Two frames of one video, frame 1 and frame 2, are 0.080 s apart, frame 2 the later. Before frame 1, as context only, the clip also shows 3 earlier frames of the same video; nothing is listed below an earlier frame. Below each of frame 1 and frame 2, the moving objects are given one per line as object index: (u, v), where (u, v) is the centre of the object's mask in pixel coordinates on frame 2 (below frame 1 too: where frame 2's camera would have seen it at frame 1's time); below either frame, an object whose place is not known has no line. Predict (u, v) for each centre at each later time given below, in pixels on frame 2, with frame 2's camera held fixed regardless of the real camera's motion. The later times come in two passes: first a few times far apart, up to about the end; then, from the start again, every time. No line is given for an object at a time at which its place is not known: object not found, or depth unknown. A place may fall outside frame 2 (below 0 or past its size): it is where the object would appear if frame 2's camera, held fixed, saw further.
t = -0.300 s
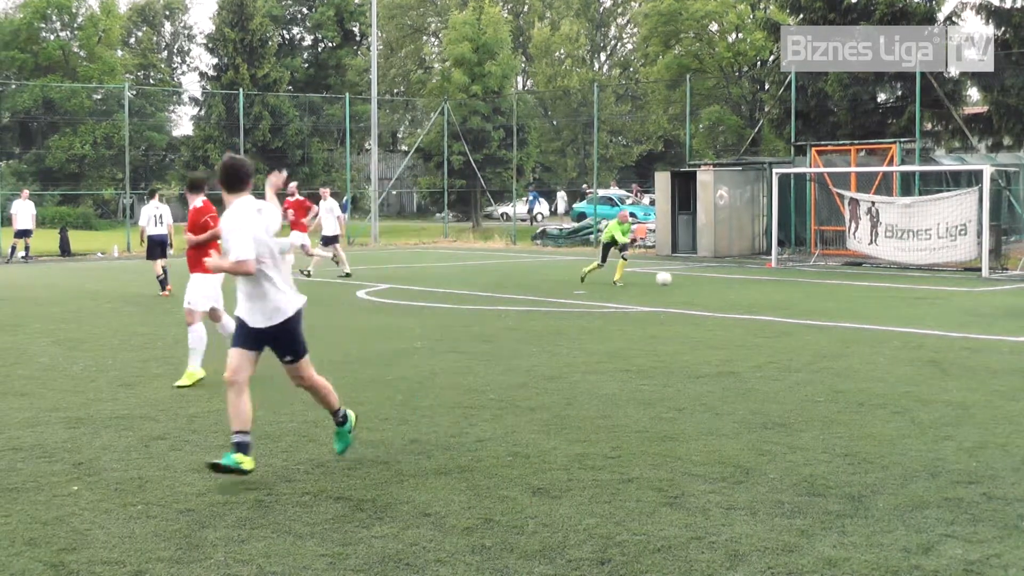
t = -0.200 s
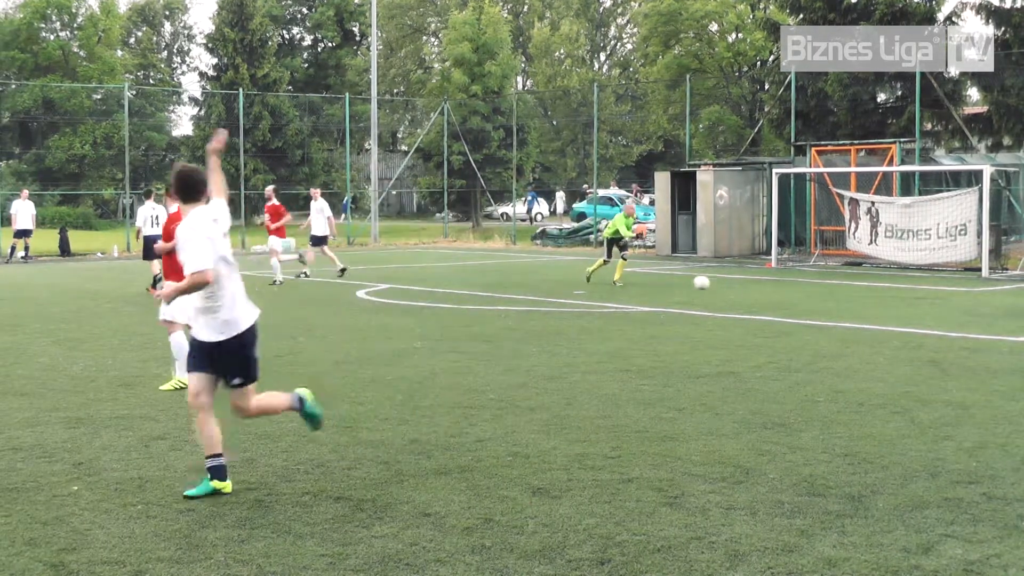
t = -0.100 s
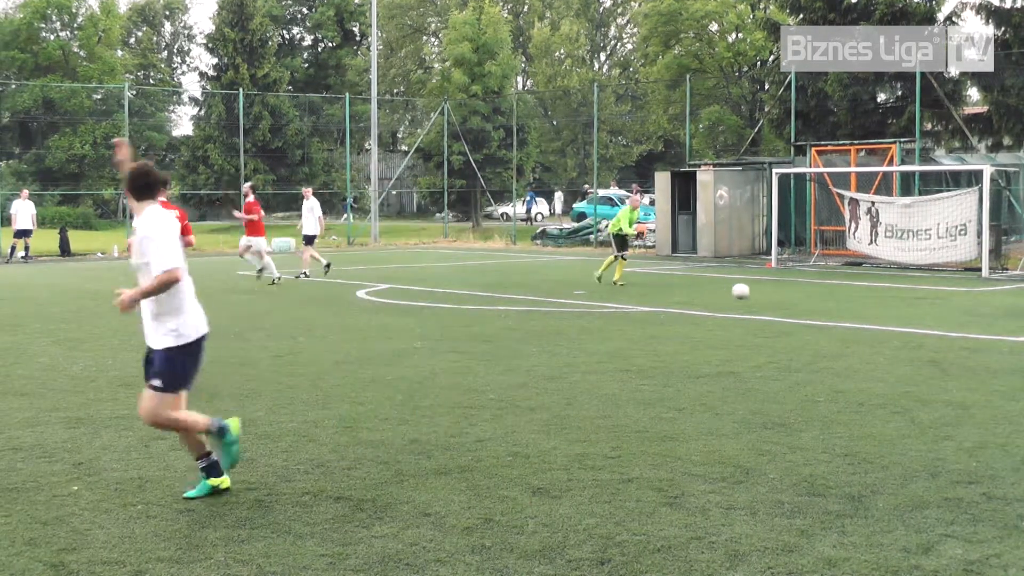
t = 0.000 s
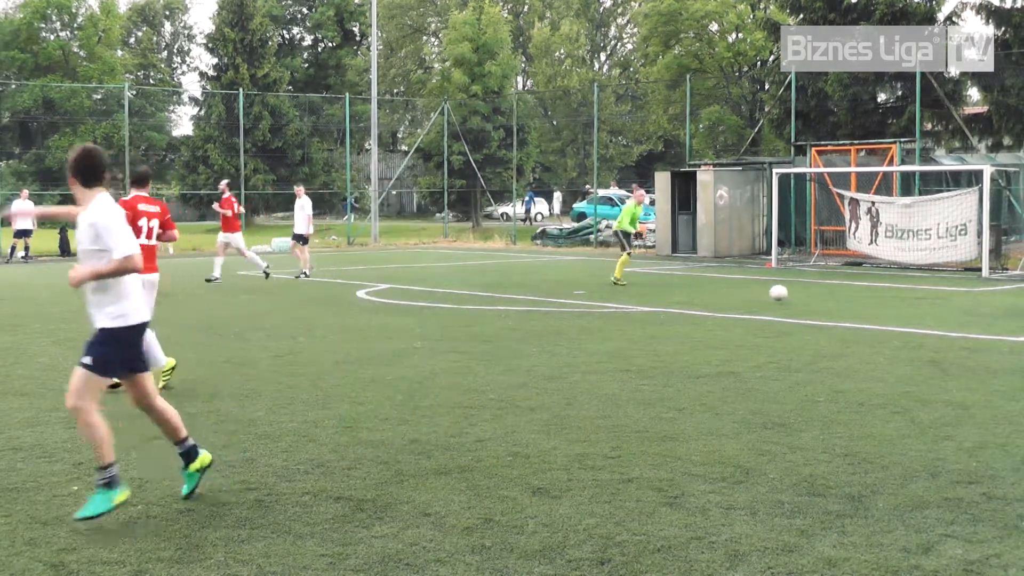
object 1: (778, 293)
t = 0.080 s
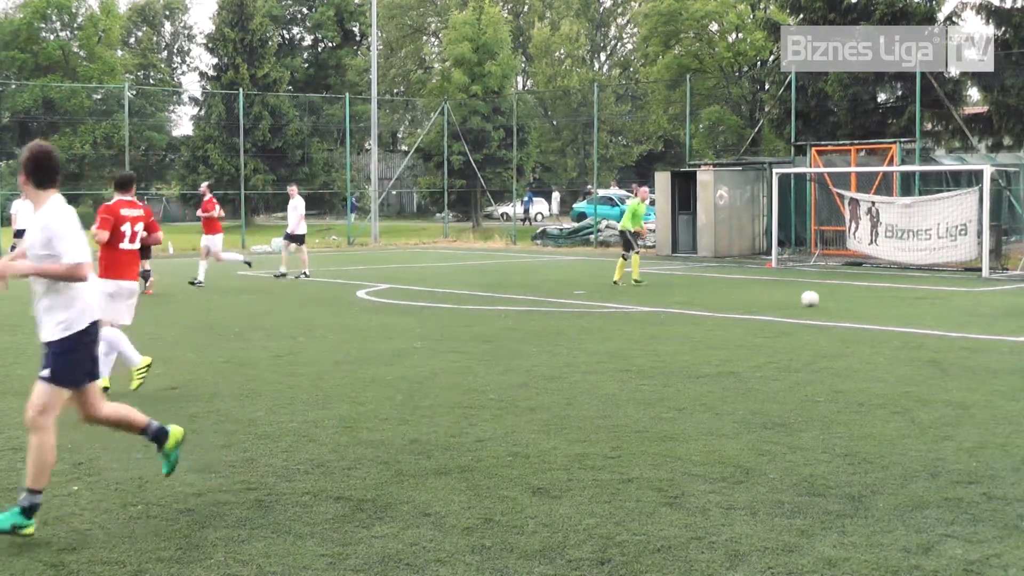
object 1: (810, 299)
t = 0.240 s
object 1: (869, 298)
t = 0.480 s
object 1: (964, 305)
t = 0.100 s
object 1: (817, 298)
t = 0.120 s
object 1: (824, 297)
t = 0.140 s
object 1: (831, 296)
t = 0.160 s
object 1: (839, 296)
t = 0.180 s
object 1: (846, 296)
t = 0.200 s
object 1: (853, 296)
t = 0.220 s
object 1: (861, 297)
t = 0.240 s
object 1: (869, 298)
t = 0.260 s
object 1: (876, 300)
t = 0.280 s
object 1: (884, 302)
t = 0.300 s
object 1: (892, 304)
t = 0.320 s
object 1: (900, 307)
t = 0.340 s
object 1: (908, 308)
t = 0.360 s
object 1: (916, 307)
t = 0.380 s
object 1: (923, 306)
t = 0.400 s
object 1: (932, 305)
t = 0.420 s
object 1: (940, 304)
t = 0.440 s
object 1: (948, 304)
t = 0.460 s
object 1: (956, 304)
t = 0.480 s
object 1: (964, 305)
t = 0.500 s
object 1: (973, 305)
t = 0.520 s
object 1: (981, 306)
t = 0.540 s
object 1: (990, 308)
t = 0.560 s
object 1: (998, 310)
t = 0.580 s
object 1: (1006, 313)
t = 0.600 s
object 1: (1011, 315)
